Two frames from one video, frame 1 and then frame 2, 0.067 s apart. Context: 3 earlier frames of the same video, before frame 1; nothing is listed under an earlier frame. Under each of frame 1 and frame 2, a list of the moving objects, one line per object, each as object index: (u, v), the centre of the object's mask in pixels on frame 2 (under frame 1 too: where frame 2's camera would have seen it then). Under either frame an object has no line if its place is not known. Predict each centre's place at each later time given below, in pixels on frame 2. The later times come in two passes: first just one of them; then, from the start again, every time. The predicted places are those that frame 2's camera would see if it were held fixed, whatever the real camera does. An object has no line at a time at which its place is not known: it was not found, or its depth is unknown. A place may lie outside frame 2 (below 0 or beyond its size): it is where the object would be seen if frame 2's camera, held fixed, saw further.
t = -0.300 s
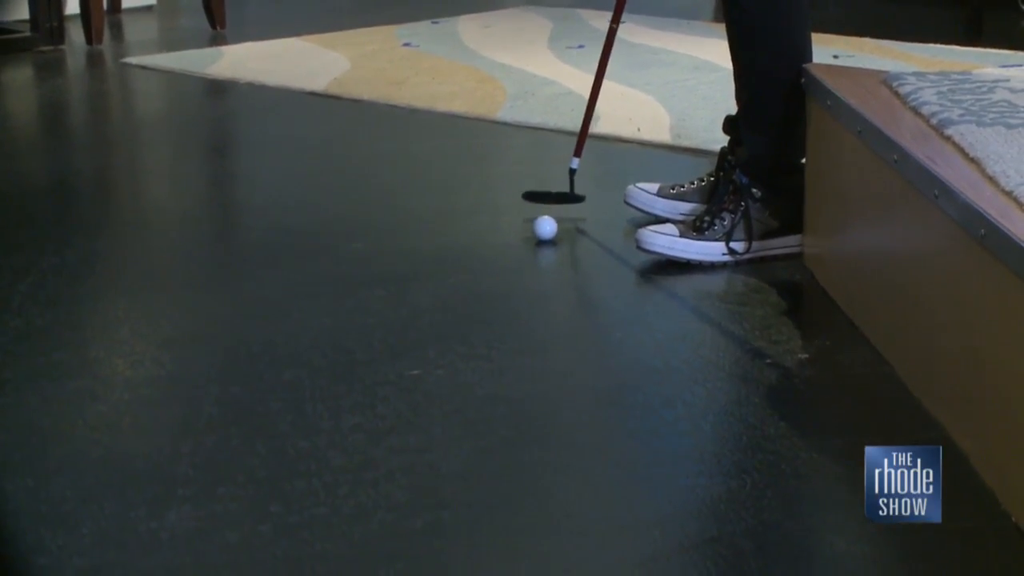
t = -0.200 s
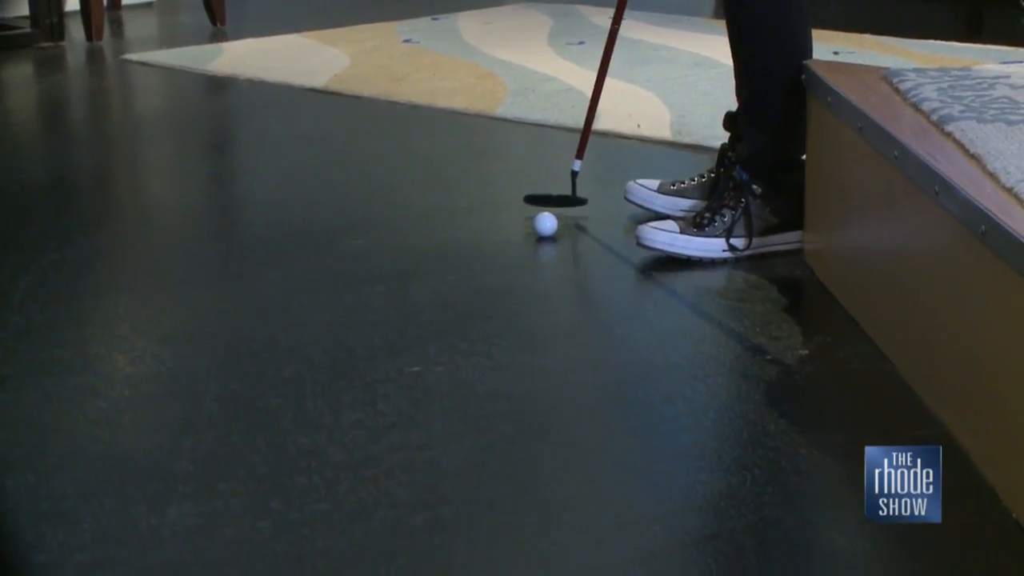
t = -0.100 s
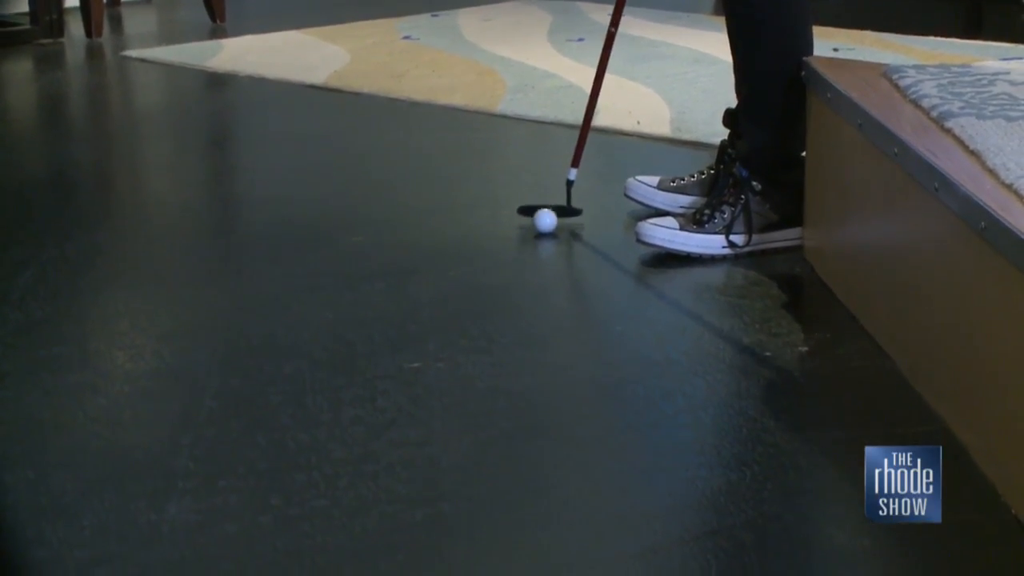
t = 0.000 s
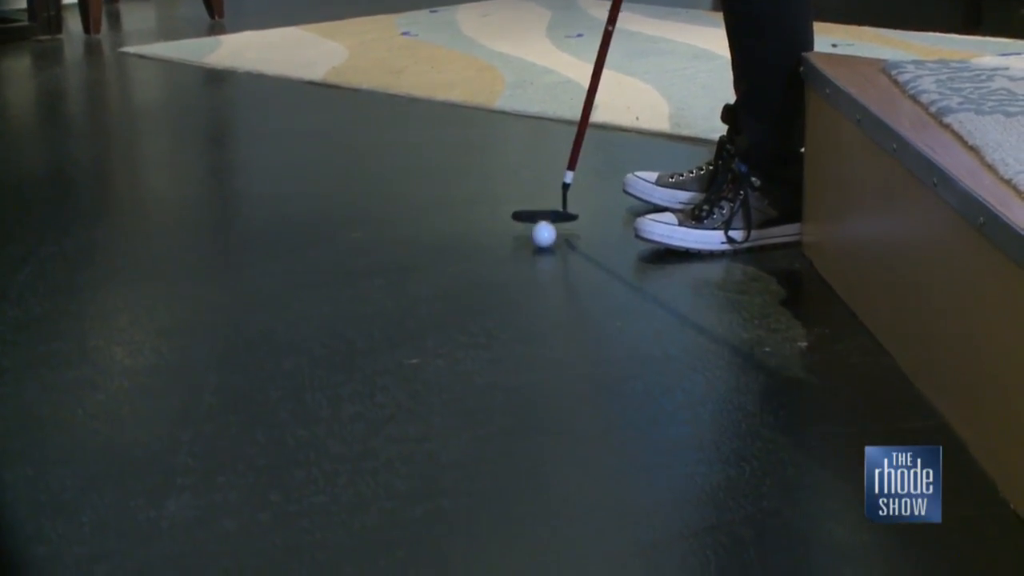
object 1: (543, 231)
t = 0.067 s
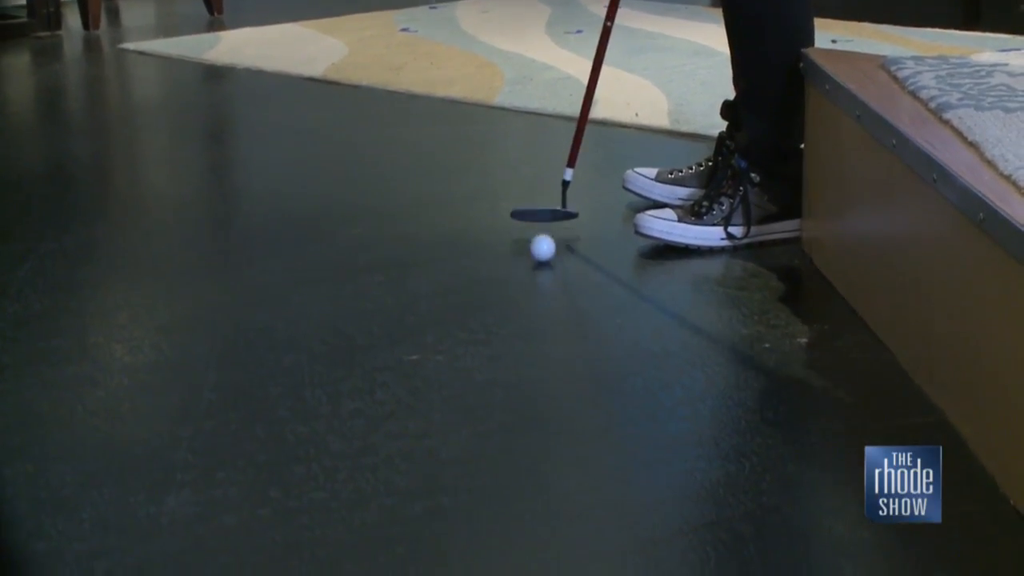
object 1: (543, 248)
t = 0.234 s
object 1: (543, 290)
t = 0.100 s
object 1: (542, 257)
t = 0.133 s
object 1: (542, 266)
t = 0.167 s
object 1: (542, 274)
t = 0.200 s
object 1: (543, 282)
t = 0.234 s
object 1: (543, 290)
